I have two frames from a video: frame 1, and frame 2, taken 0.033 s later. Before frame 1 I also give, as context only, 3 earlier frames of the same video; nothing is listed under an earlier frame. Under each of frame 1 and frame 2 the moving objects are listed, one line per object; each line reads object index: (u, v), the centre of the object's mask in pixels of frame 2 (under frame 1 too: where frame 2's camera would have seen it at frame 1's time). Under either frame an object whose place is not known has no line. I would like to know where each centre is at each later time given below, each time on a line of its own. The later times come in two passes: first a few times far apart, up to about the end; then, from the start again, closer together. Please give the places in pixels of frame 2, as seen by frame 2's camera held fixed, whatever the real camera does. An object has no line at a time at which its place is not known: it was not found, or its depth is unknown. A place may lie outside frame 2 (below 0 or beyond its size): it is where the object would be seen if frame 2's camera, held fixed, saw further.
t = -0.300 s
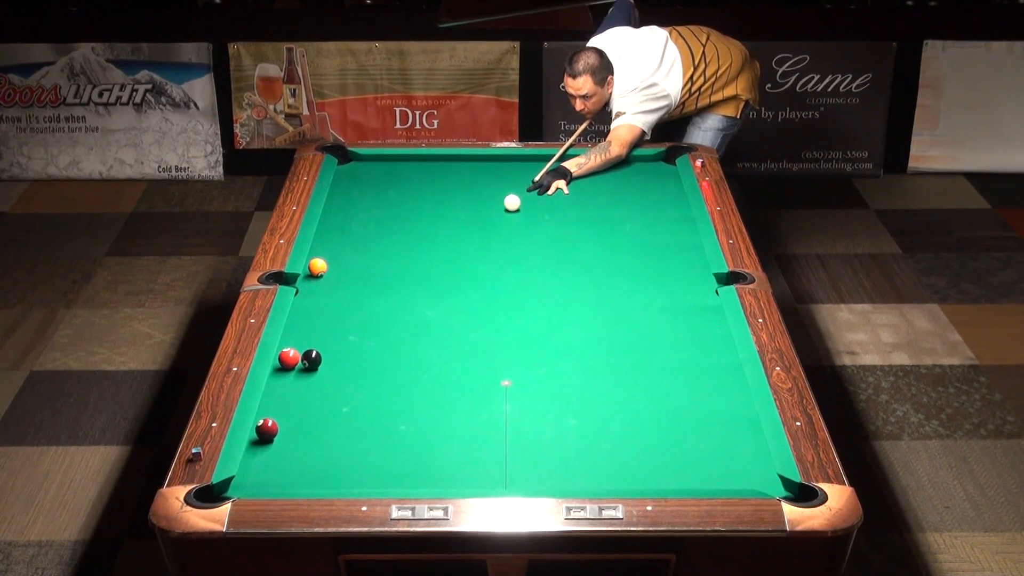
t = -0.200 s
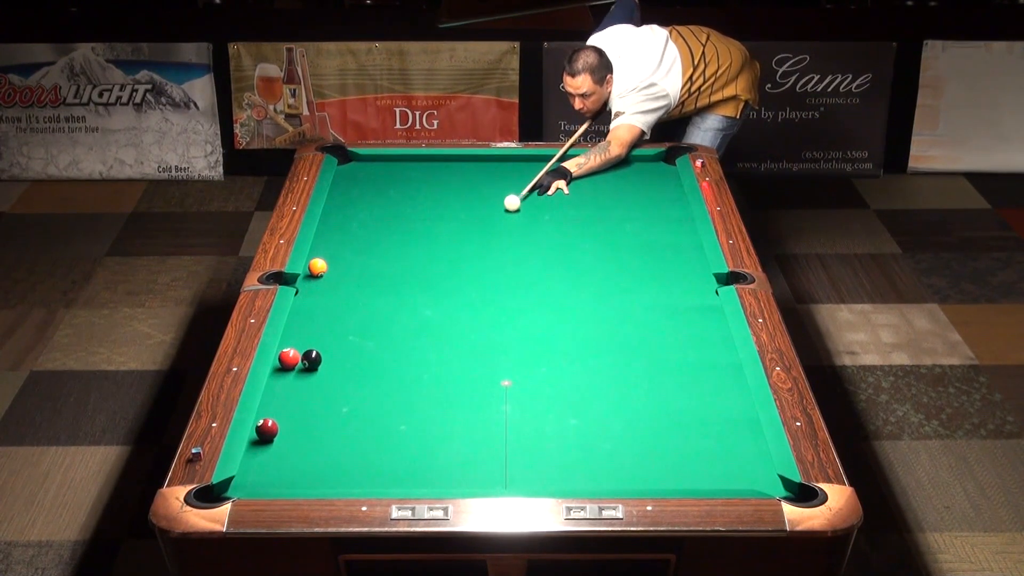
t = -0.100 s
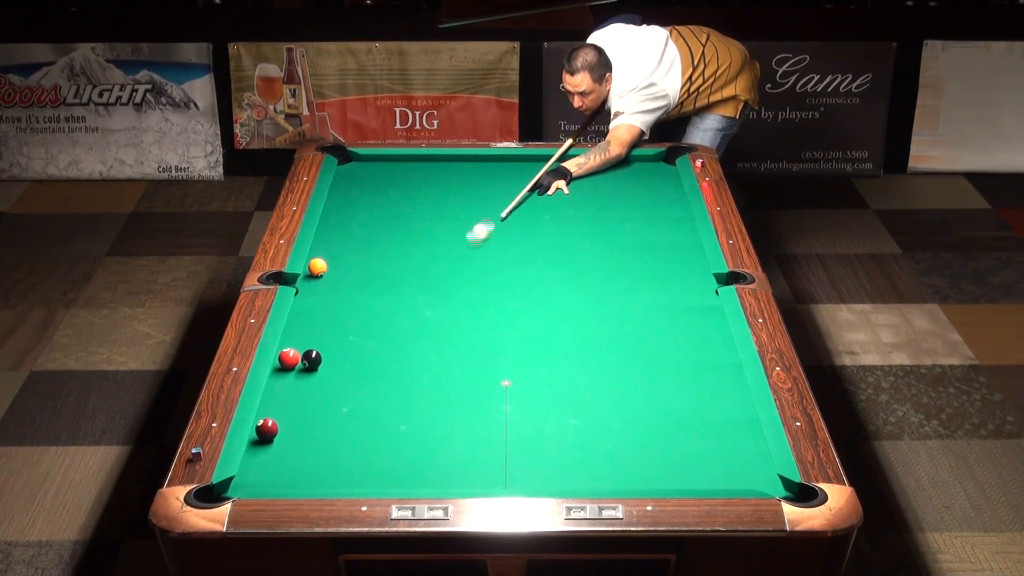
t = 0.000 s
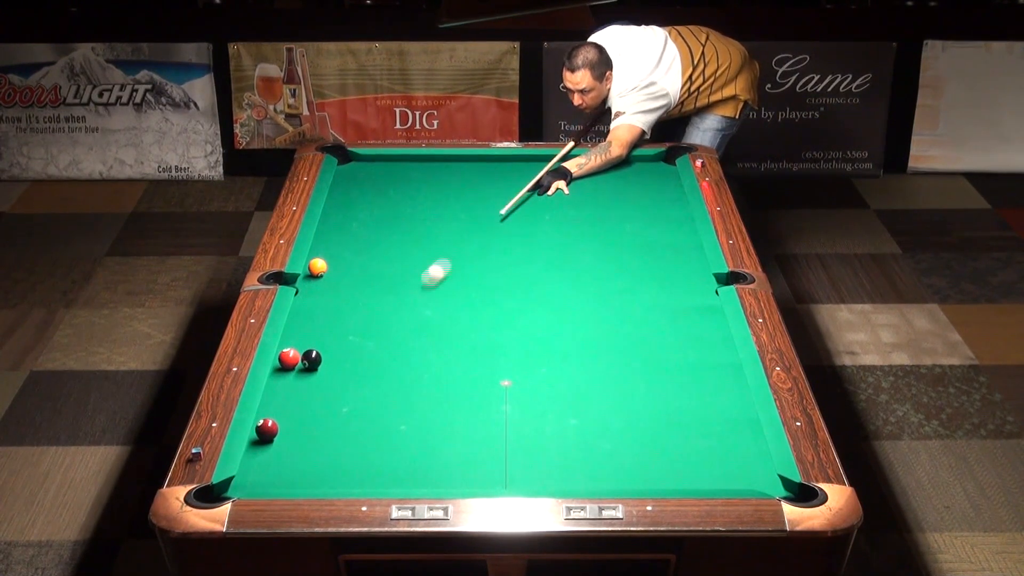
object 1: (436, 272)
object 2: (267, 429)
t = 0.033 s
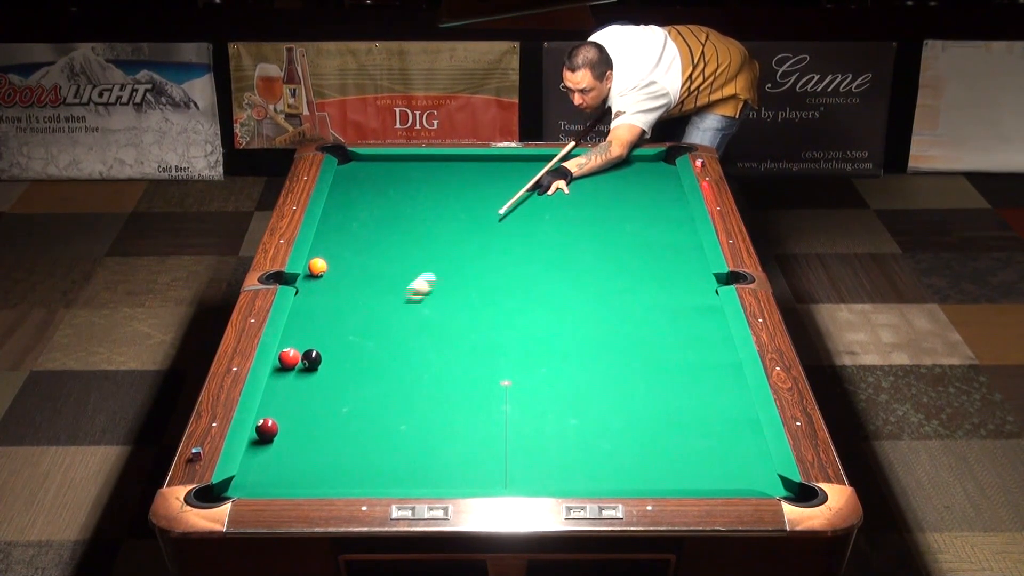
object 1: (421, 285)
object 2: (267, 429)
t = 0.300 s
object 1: (283, 414)
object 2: (266, 429)
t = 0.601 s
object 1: (270, 420)
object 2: (331, 453)
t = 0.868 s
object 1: (266, 421)
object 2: (405, 405)
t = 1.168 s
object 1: (268, 420)
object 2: (478, 357)
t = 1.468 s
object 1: (268, 420)
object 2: (541, 317)
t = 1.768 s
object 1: (268, 420)
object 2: (596, 282)
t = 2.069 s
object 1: (269, 420)
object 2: (645, 252)
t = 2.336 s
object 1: (269, 420)
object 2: (683, 227)
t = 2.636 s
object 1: (269, 420)
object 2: (659, 207)
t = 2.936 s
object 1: (269, 420)
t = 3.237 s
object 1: (269, 420)
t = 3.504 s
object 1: (269, 420)
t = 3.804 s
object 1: (269, 420)
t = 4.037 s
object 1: (268, 420)
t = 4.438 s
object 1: (269, 420)
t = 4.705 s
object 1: (269, 420)
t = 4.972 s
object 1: (269, 420)
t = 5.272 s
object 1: (269, 420)
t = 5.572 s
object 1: (269, 420)
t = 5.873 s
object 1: (269, 420)
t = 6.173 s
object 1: (269, 420)
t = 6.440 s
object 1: (269, 420)
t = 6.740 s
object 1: (269, 420)
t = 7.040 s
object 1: (269, 420)
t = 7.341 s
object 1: (269, 420)
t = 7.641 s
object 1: (269, 420)
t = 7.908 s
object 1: (269, 420)
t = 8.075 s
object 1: (269, 420)
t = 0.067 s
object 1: (405, 300)
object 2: (267, 428)
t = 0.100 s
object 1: (389, 315)
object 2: (267, 429)
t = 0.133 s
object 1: (373, 330)
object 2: (267, 429)
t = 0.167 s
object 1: (356, 345)
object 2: (267, 428)
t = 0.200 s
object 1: (339, 362)
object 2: (267, 429)
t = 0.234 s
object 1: (319, 380)
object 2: (267, 429)
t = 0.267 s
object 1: (300, 397)
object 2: (267, 429)
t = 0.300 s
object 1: (283, 414)
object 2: (266, 429)
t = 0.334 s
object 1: (278, 419)
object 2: (261, 438)
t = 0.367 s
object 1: (276, 420)
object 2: (266, 450)
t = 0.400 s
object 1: (275, 420)
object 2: (271, 464)
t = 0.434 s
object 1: (274, 420)
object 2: (277, 477)
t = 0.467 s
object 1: (273, 420)
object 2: (288, 480)
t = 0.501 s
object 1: (272, 420)
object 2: (299, 474)
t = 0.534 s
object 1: (272, 420)
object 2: (310, 467)
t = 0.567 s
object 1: (271, 420)
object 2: (321, 460)
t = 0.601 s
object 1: (270, 420)
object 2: (331, 453)
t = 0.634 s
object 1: (269, 420)
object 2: (340, 446)
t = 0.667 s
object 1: (268, 420)
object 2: (350, 441)
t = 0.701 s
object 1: (268, 420)
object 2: (359, 435)
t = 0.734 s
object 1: (267, 420)
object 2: (369, 428)
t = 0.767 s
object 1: (266, 420)
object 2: (378, 422)
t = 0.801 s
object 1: (266, 420)
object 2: (388, 416)
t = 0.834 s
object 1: (265, 421)
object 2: (396, 410)
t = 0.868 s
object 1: (266, 421)
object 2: (405, 405)
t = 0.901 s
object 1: (266, 420)
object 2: (414, 399)
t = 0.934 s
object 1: (266, 420)
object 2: (423, 393)
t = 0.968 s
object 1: (266, 420)
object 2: (431, 388)
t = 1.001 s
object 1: (267, 420)
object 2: (439, 382)
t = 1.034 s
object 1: (267, 420)
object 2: (447, 377)
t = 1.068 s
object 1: (267, 420)
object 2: (455, 372)
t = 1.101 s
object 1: (267, 420)
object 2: (462, 367)
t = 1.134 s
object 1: (267, 420)
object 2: (471, 362)
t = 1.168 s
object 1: (268, 420)
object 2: (478, 357)
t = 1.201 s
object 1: (268, 420)
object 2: (486, 352)
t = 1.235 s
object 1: (268, 420)
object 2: (493, 348)
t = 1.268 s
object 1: (268, 420)
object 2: (500, 343)
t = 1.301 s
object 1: (268, 420)
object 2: (507, 339)
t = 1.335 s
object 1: (268, 420)
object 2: (514, 334)
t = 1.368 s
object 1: (268, 420)
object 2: (521, 329)
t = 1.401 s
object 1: (268, 420)
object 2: (528, 325)
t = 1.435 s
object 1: (268, 420)
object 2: (535, 321)
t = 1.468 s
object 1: (268, 420)
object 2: (541, 317)
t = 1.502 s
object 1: (268, 420)
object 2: (547, 313)
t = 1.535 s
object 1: (268, 420)
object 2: (554, 309)
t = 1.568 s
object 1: (268, 420)
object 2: (560, 305)
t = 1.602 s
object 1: (268, 420)
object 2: (566, 301)
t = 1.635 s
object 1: (268, 420)
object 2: (573, 297)
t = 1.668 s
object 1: (268, 420)
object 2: (579, 293)
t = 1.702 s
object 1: (268, 420)
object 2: (585, 290)
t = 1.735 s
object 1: (268, 420)
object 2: (590, 286)
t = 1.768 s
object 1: (268, 420)
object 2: (596, 282)
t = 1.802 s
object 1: (268, 420)
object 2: (602, 278)
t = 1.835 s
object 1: (269, 420)
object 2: (607, 275)
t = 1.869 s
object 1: (269, 420)
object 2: (613, 271)
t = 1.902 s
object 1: (269, 420)
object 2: (619, 268)
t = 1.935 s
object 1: (269, 420)
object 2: (624, 265)
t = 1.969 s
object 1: (269, 420)
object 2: (629, 261)
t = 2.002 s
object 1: (269, 420)
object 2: (634, 258)
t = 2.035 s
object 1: (269, 420)
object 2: (640, 254)
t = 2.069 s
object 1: (269, 420)
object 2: (645, 252)
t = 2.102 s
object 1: (269, 420)
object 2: (650, 248)
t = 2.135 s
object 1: (268, 420)
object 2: (655, 245)
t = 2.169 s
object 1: (269, 420)
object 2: (660, 242)
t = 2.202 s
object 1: (268, 420)
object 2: (664, 239)
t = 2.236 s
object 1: (268, 420)
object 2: (670, 236)
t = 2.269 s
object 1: (269, 420)
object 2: (674, 233)
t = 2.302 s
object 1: (268, 420)
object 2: (679, 230)
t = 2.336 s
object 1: (269, 420)
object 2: (683, 227)
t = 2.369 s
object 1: (269, 420)
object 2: (687, 224)
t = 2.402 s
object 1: (269, 420)
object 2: (683, 221)
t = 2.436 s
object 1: (269, 420)
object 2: (679, 219)
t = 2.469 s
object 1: (269, 420)
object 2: (676, 218)
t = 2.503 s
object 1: (269, 420)
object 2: (673, 215)
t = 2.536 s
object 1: (269, 420)
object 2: (669, 213)
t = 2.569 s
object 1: (268, 420)
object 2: (666, 211)
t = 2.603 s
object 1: (269, 420)
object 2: (662, 209)
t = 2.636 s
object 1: (269, 420)
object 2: (659, 207)
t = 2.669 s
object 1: (269, 420)
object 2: (656, 205)
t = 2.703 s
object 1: (269, 420)
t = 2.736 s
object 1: (269, 420)
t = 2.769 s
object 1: (269, 420)
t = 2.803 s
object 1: (269, 420)
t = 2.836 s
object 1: (269, 420)
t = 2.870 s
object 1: (268, 420)
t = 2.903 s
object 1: (269, 420)
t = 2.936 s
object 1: (269, 420)
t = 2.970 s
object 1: (269, 420)
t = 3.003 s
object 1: (269, 420)
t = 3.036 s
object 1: (269, 420)
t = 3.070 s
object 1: (269, 420)
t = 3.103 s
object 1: (269, 420)
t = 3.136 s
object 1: (269, 420)
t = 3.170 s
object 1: (269, 420)
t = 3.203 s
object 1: (269, 420)
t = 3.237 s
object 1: (269, 420)
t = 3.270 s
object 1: (269, 420)
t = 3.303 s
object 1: (269, 420)
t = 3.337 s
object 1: (269, 420)
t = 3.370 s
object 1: (269, 420)
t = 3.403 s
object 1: (269, 420)
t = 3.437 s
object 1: (269, 420)
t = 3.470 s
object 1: (269, 420)
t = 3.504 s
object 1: (269, 420)
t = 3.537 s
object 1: (269, 420)
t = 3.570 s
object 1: (269, 420)
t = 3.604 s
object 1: (269, 420)
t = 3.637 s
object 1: (269, 420)
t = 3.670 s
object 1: (269, 420)
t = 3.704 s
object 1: (269, 420)
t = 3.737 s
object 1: (269, 420)
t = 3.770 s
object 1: (268, 420)
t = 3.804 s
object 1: (269, 420)
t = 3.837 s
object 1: (269, 420)
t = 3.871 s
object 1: (268, 420)
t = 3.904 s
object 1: (268, 420)
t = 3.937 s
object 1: (269, 420)
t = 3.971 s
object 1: (268, 420)
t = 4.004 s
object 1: (269, 420)
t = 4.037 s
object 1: (268, 420)
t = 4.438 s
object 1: (269, 420)
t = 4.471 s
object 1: (269, 420)
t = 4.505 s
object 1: (269, 420)
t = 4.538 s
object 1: (269, 420)
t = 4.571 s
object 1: (269, 420)
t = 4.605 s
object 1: (269, 420)
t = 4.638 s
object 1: (269, 420)
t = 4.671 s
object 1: (269, 420)
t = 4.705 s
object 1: (269, 420)
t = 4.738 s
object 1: (269, 420)
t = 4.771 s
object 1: (269, 420)
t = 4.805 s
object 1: (269, 420)
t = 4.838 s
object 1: (269, 420)
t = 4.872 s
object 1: (269, 420)
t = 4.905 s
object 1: (269, 420)
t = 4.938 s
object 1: (269, 420)
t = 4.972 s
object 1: (269, 420)
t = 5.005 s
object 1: (269, 420)
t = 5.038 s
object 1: (269, 420)
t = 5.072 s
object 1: (269, 420)
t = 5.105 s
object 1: (269, 420)
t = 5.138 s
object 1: (269, 420)
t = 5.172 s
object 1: (269, 420)
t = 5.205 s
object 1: (269, 420)
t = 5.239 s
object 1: (269, 420)
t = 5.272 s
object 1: (269, 420)
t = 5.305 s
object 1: (269, 420)
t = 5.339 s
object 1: (269, 420)
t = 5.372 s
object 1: (269, 420)
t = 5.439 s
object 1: (269, 420)
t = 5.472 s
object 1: (269, 420)
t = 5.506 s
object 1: (269, 420)
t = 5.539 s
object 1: (269, 420)
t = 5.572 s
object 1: (269, 420)
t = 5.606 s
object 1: (269, 420)
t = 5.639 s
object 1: (269, 420)
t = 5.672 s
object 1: (269, 420)
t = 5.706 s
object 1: (269, 420)
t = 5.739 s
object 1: (269, 420)
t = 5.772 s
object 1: (269, 420)
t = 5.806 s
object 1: (269, 420)
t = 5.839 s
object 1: (269, 420)
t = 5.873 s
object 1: (269, 420)
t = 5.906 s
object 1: (269, 420)
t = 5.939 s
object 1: (269, 420)
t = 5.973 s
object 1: (269, 420)
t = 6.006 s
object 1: (269, 420)
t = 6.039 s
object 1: (269, 420)
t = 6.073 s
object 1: (269, 420)
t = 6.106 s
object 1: (269, 420)
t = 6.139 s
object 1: (269, 420)
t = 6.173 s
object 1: (269, 420)
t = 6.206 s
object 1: (269, 420)
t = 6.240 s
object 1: (269, 420)
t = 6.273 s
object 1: (269, 420)
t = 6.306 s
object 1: (269, 420)
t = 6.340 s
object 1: (269, 420)
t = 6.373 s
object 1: (269, 420)
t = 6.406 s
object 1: (269, 420)
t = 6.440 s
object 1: (269, 420)
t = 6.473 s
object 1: (269, 420)
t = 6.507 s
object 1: (269, 420)
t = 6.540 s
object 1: (269, 420)
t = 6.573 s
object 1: (269, 420)
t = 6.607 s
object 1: (269, 420)
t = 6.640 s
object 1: (269, 420)
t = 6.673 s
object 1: (269, 420)
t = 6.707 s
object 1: (269, 420)
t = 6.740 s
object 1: (269, 420)
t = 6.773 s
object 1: (269, 420)
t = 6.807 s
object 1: (269, 420)
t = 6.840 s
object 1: (269, 420)
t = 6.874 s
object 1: (269, 420)
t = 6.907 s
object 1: (269, 420)
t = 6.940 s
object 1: (269, 420)
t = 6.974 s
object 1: (269, 420)
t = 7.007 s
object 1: (269, 420)
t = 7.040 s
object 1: (269, 420)
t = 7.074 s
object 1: (269, 420)
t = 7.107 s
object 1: (269, 420)
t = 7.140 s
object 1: (268, 420)
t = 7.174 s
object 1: (268, 420)
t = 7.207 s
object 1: (269, 420)
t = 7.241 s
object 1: (269, 420)
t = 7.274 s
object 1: (269, 420)
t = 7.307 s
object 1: (269, 420)
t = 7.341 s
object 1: (269, 420)
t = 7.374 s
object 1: (269, 420)
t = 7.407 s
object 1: (269, 420)
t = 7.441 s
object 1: (269, 420)
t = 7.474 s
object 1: (269, 420)
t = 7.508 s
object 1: (269, 420)
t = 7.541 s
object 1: (269, 420)
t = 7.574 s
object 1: (269, 420)
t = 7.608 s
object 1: (269, 420)
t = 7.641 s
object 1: (269, 420)
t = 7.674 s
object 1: (269, 420)
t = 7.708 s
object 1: (269, 420)
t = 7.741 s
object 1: (269, 420)
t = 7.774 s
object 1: (269, 420)
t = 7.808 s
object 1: (269, 420)
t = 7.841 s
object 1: (269, 420)
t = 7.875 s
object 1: (269, 420)
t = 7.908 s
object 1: (269, 420)
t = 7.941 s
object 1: (269, 420)
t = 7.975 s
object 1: (269, 420)
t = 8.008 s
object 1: (269, 420)
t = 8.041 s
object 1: (269, 420)
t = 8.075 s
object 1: (269, 420)
